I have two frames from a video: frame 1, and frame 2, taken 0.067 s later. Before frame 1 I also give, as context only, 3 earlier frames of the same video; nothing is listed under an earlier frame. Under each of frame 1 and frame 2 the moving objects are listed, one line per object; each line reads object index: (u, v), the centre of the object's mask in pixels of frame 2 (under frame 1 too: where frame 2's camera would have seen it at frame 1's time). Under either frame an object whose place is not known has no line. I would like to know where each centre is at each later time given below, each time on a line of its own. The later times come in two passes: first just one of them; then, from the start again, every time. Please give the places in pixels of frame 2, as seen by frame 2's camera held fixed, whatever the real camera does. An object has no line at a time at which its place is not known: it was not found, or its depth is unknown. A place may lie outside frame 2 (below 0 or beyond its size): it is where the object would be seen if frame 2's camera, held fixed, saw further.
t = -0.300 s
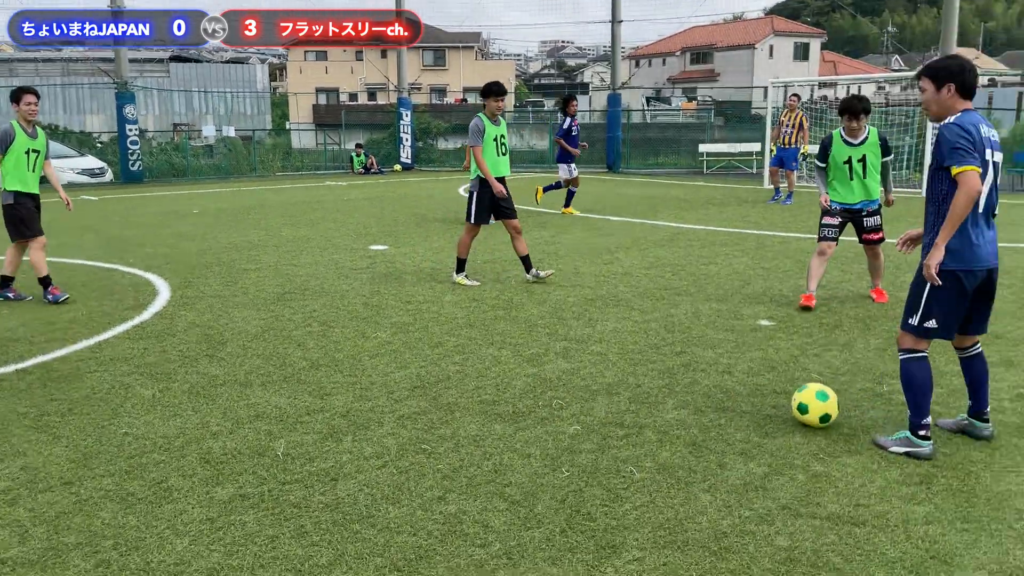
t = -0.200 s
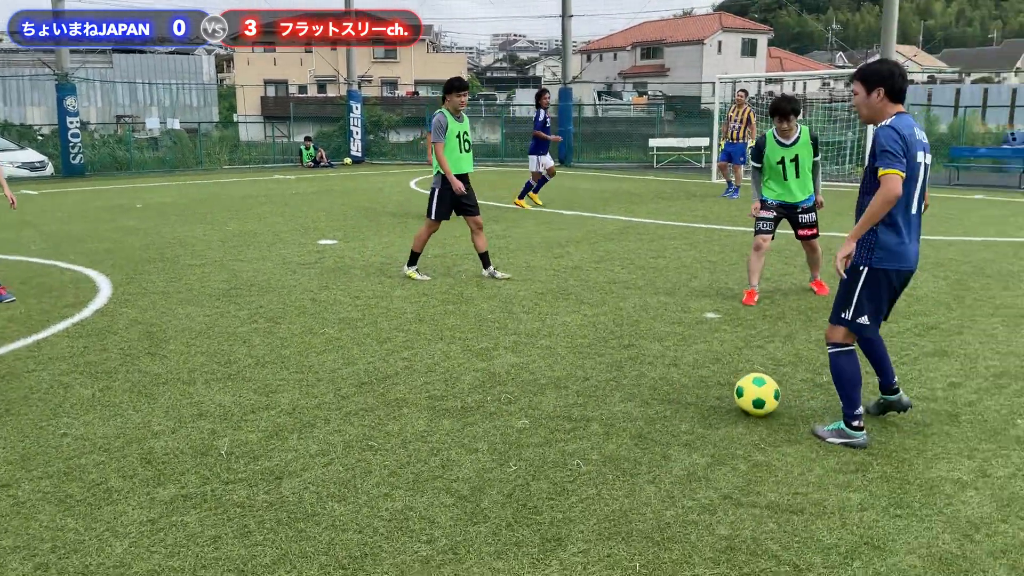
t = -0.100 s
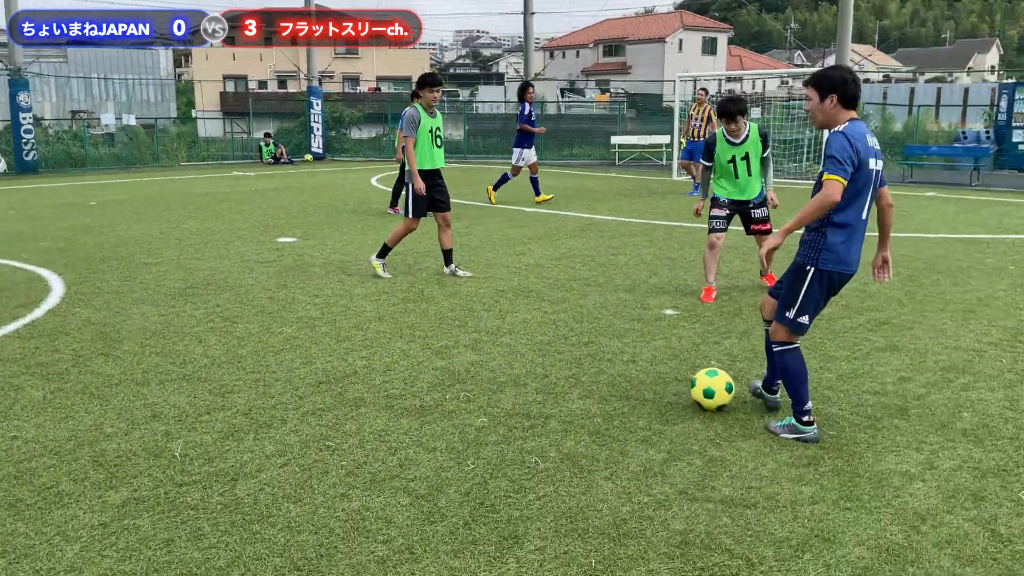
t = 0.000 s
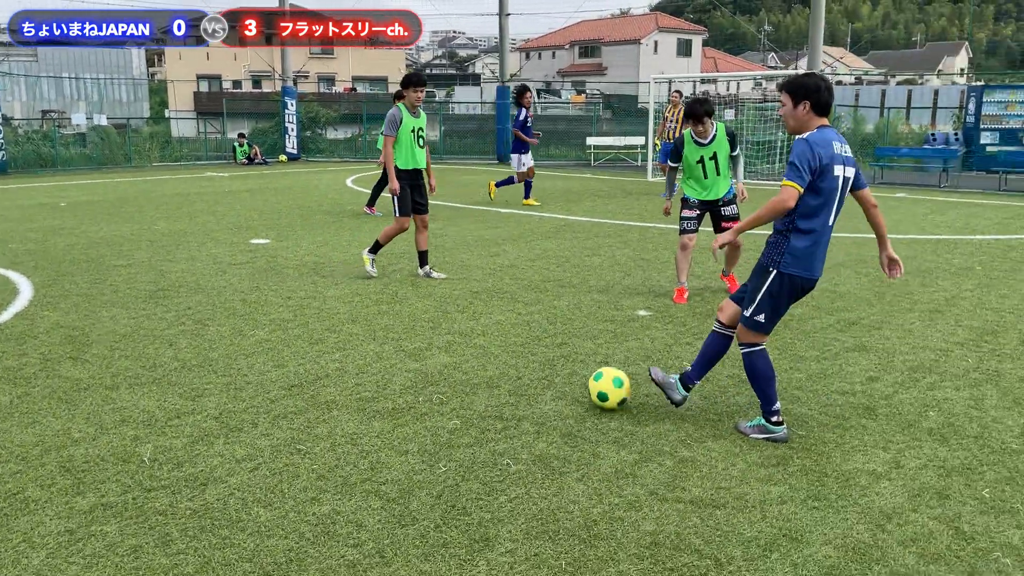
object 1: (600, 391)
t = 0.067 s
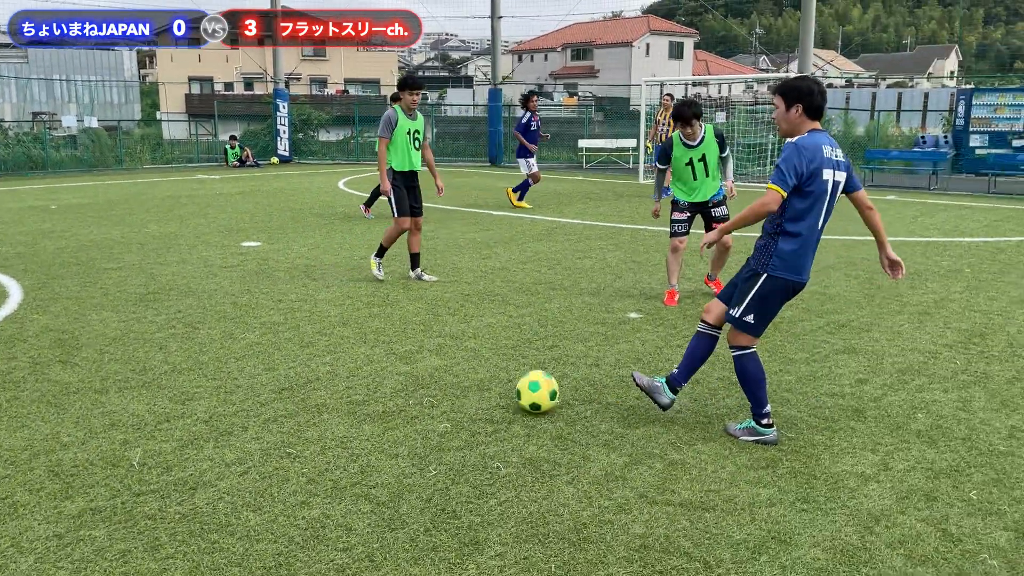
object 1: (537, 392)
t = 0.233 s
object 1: (408, 393)
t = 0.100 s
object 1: (509, 391)
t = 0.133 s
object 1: (481, 392)
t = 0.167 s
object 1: (455, 393)
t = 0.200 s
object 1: (432, 393)
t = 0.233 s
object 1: (408, 393)
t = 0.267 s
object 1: (385, 393)
